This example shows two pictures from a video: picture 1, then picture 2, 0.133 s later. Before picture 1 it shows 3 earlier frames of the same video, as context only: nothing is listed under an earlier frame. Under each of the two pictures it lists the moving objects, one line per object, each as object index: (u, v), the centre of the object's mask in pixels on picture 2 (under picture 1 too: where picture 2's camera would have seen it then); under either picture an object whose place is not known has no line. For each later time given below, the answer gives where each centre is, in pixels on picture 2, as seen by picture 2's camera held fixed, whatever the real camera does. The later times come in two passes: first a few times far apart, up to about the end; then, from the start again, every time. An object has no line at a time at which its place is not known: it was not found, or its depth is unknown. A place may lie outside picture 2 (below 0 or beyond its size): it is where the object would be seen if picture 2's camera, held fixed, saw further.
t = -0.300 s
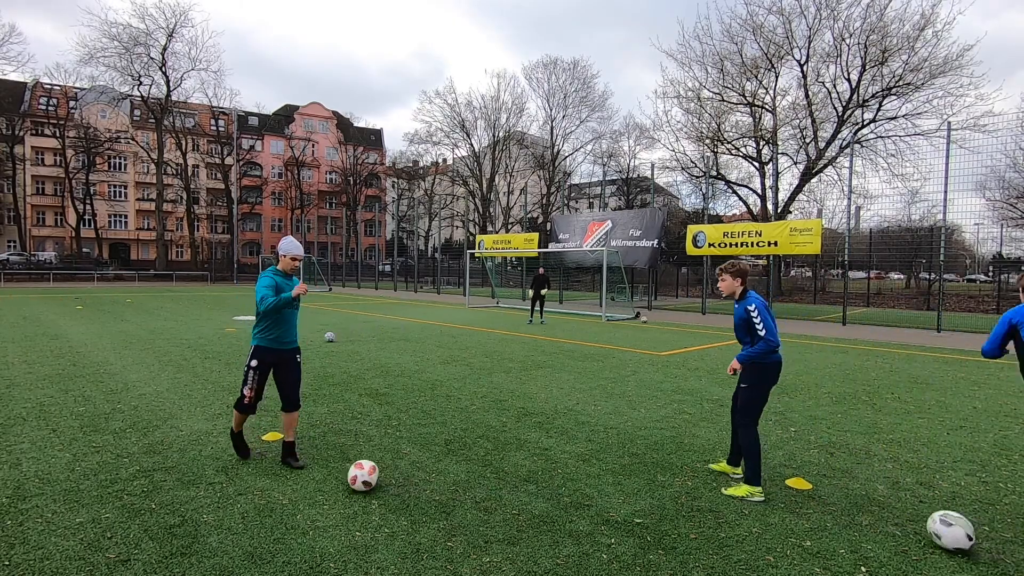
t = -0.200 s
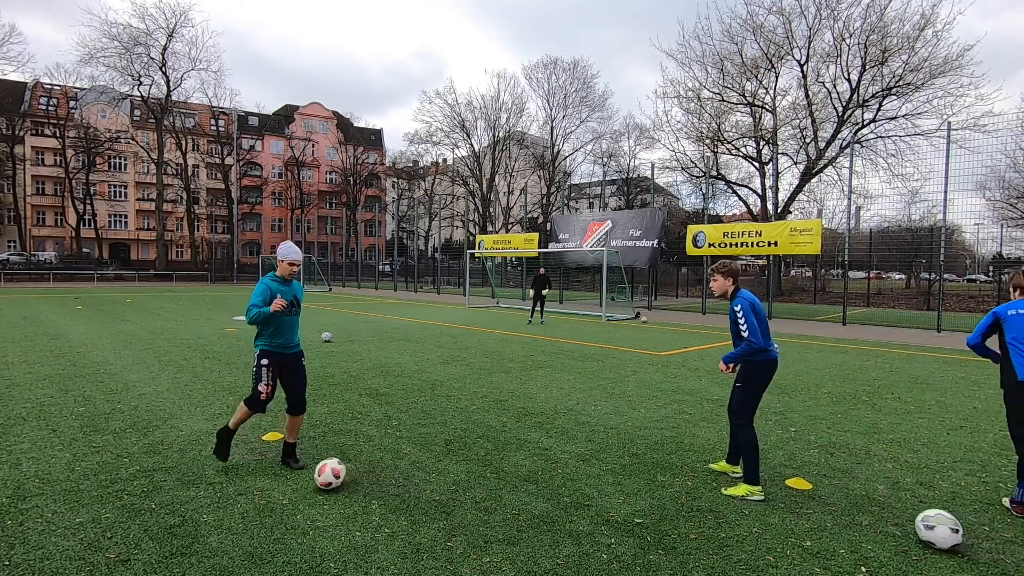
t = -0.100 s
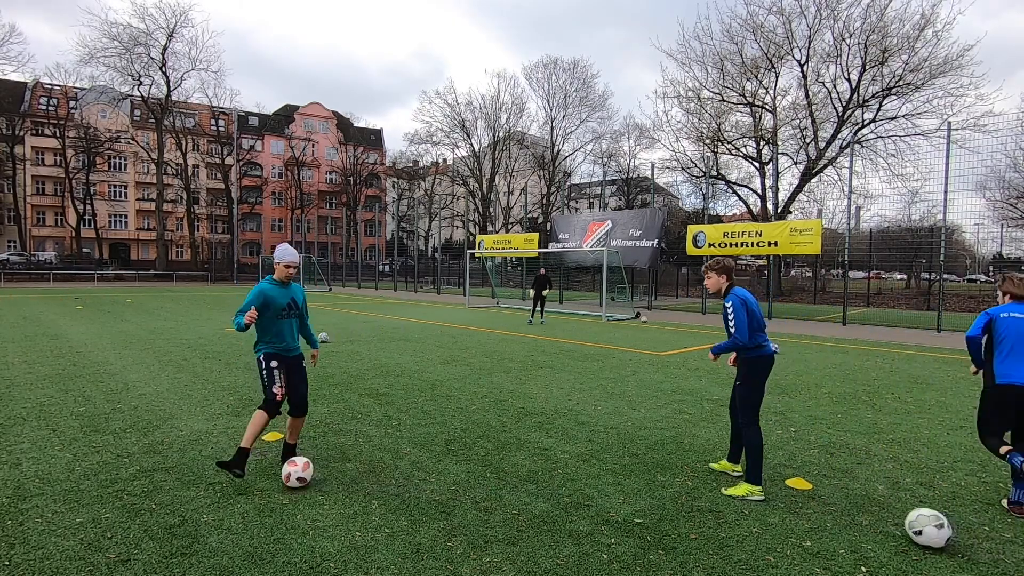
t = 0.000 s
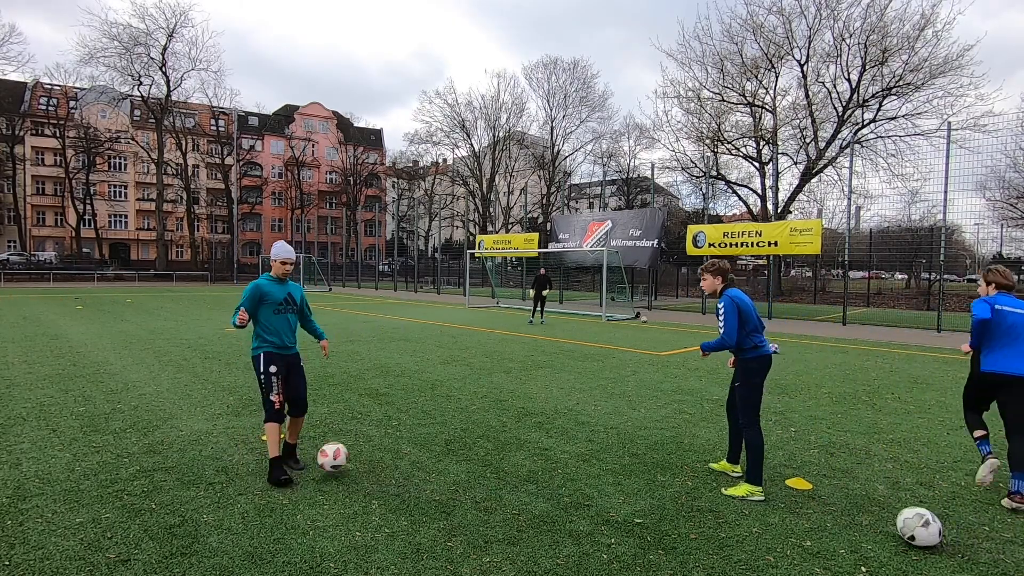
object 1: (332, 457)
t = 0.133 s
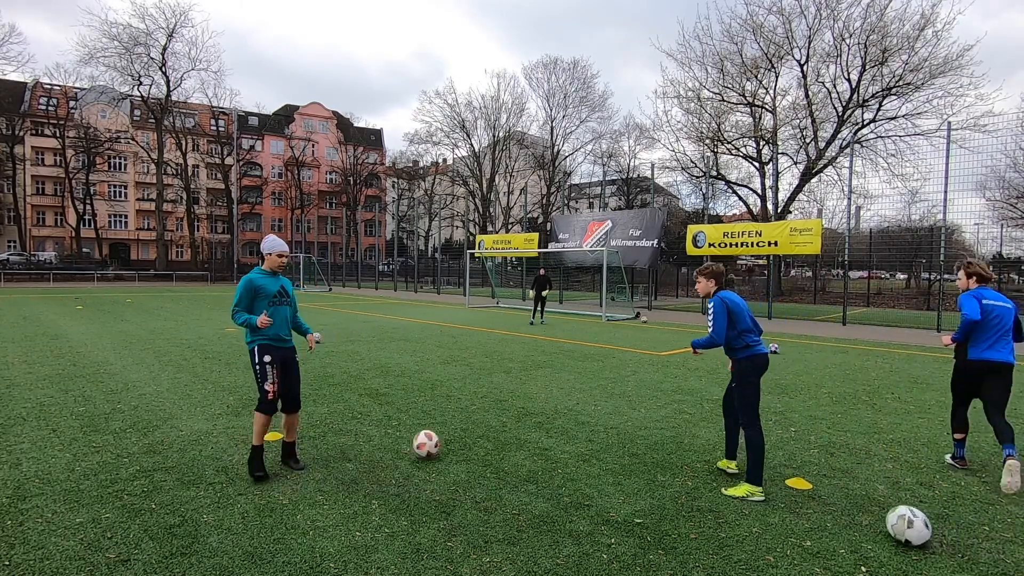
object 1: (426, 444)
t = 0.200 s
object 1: (462, 438)
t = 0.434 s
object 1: (550, 421)
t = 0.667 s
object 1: (601, 411)
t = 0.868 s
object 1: (631, 405)
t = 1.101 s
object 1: (661, 398)
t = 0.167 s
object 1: (446, 444)
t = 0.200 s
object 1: (462, 438)
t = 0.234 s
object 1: (478, 434)
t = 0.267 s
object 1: (492, 431)
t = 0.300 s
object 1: (506, 429)
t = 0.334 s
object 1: (519, 427)
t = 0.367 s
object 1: (532, 428)
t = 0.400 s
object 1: (541, 424)
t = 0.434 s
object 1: (550, 421)
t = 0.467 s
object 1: (559, 419)
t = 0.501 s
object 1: (568, 418)
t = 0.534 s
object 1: (577, 417)
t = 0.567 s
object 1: (583, 416)
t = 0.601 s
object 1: (589, 414)
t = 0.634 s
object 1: (596, 412)
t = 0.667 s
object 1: (601, 411)
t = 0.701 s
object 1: (606, 411)
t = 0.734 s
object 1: (611, 409)
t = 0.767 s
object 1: (617, 408)
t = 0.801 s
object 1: (621, 407)
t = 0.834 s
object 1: (627, 405)
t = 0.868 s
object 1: (631, 405)
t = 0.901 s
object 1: (636, 404)
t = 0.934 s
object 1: (640, 403)
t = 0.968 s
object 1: (645, 401)
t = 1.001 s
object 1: (649, 400)
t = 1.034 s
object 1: (653, 399)
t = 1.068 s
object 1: (657, 398)
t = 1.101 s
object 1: (661, 398)
